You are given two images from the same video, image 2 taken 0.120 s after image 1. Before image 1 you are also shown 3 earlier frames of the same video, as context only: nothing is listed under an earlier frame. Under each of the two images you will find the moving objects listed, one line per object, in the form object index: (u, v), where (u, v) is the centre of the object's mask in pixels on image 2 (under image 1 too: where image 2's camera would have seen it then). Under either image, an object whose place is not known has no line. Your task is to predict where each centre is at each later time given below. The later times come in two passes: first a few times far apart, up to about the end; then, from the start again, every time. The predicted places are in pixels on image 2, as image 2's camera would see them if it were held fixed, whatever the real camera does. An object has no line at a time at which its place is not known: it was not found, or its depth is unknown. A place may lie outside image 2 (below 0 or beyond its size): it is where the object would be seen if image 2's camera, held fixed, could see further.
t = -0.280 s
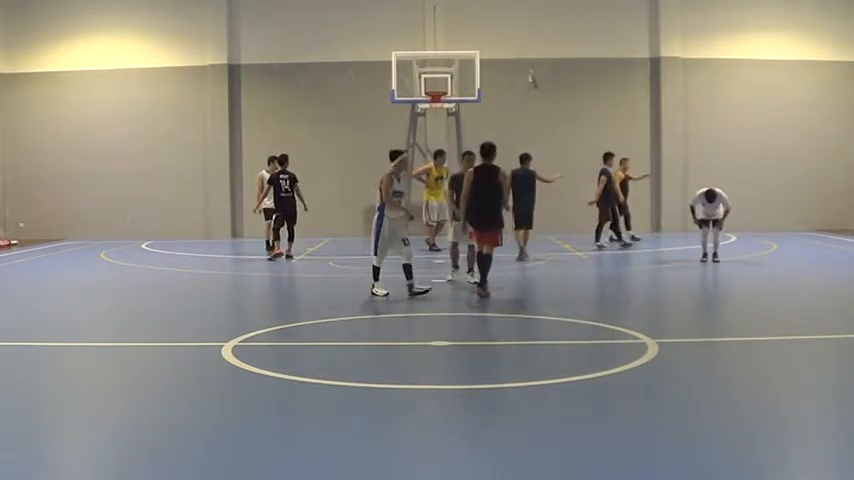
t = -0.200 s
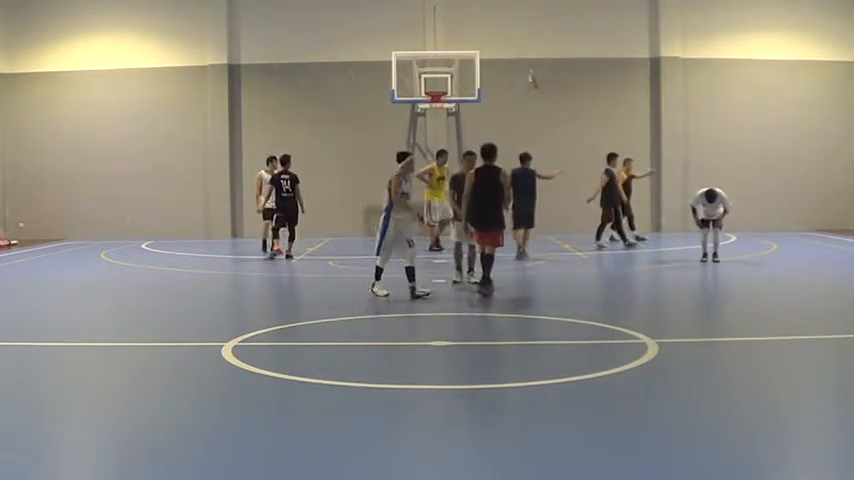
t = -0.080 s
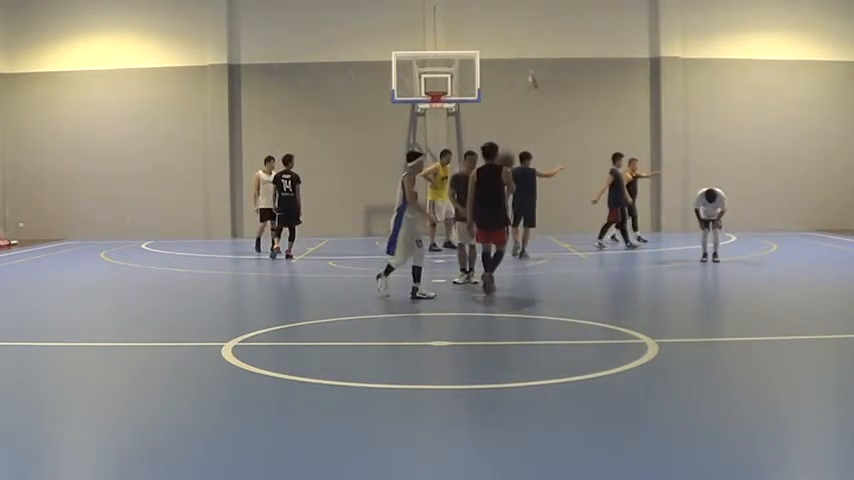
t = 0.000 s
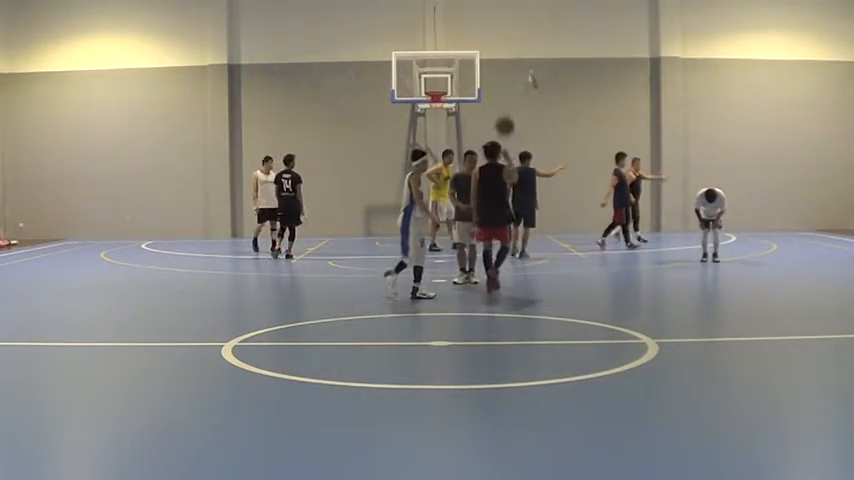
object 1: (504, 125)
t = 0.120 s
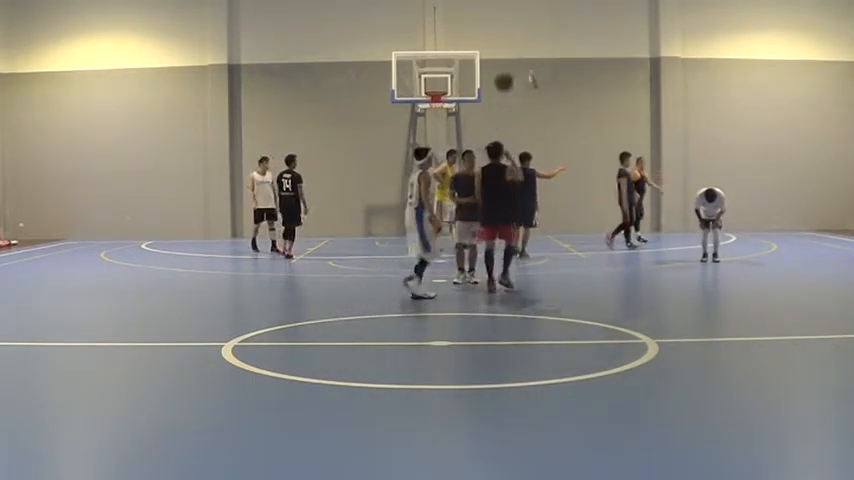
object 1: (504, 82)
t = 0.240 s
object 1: (503, 50)
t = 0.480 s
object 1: (502, 18)
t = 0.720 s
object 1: (502, 31)
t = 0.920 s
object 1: (503, 77)
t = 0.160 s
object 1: (503, 69)
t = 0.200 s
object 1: (503, 59)
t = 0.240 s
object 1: (503, 50)
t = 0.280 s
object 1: (502, 43)
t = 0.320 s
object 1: (502, 35)
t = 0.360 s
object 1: (502, 28)
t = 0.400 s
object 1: (502, 24)
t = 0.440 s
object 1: (502, 21)
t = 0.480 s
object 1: (502, 18)
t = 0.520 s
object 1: (502, 18)
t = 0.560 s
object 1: (501, 18)
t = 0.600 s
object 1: (502, 20)
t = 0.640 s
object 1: (502, 22)
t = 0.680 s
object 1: (502, 26)
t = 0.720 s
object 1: (502, 31)
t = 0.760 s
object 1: (502, 38)
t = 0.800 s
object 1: (502, 45)
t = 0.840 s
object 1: (502, 55)
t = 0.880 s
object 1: (502, 65)
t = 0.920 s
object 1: (503, 77)
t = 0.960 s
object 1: (502, 89)
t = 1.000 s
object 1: (502, 103)
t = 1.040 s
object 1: (502, 118)
